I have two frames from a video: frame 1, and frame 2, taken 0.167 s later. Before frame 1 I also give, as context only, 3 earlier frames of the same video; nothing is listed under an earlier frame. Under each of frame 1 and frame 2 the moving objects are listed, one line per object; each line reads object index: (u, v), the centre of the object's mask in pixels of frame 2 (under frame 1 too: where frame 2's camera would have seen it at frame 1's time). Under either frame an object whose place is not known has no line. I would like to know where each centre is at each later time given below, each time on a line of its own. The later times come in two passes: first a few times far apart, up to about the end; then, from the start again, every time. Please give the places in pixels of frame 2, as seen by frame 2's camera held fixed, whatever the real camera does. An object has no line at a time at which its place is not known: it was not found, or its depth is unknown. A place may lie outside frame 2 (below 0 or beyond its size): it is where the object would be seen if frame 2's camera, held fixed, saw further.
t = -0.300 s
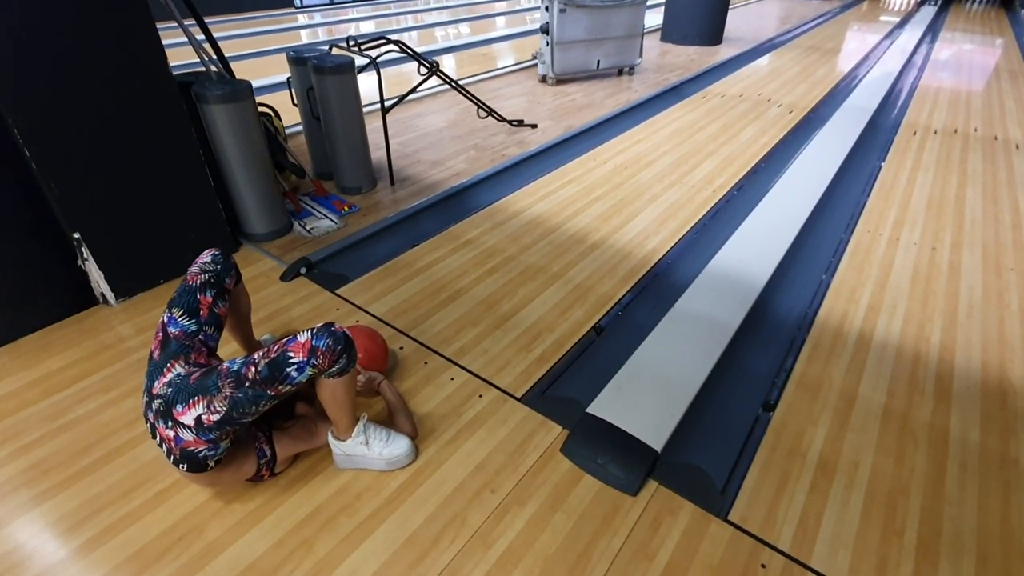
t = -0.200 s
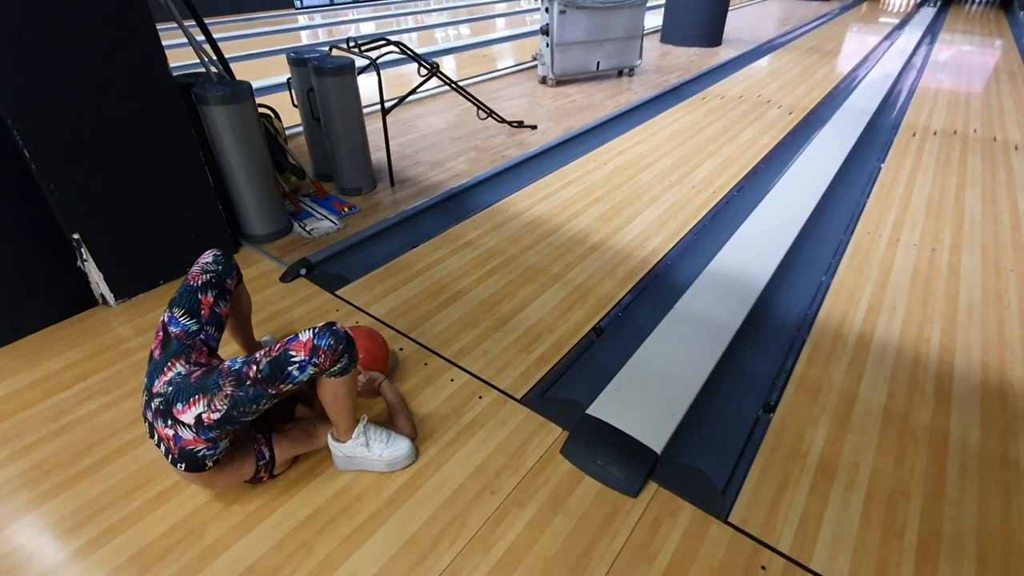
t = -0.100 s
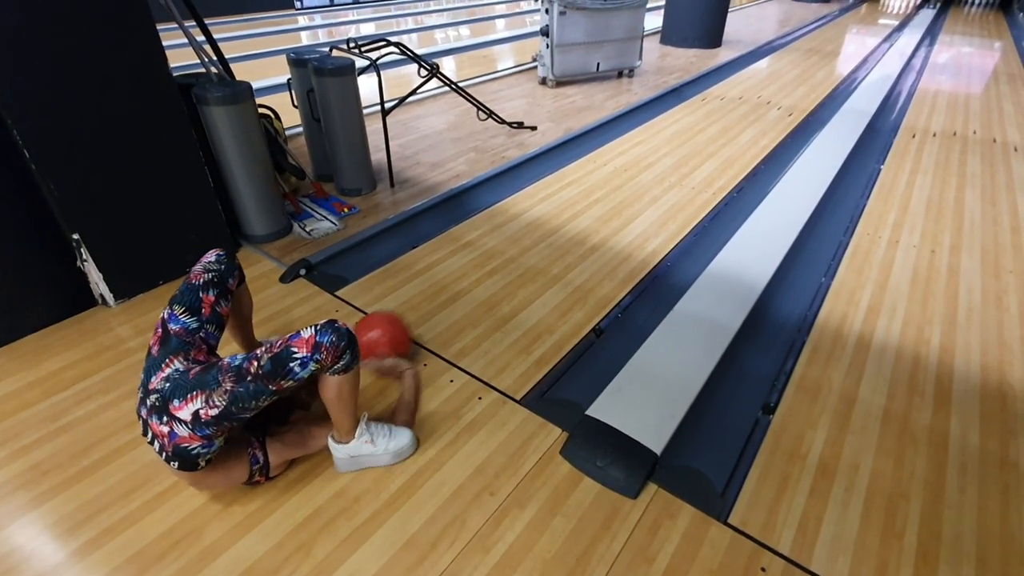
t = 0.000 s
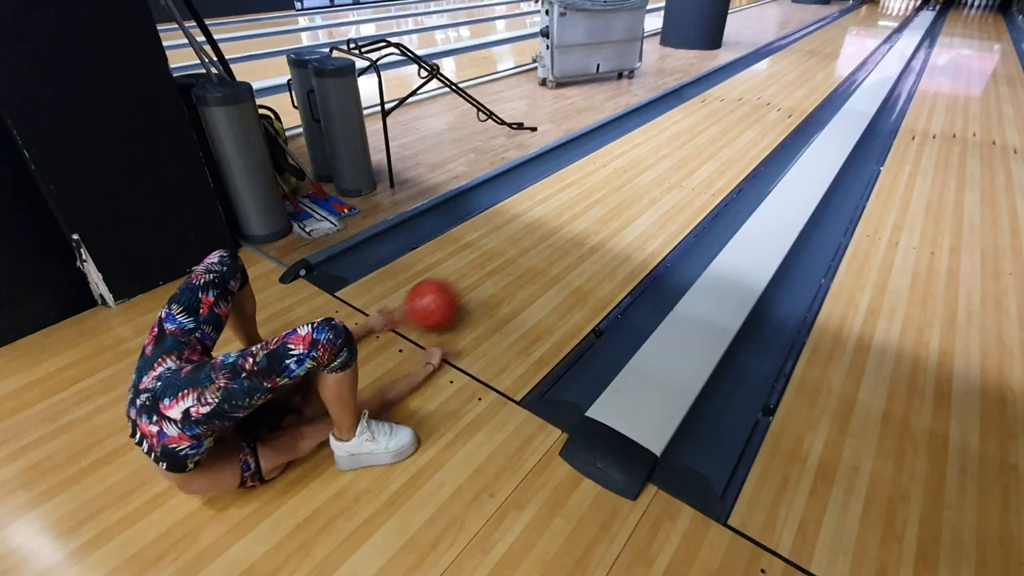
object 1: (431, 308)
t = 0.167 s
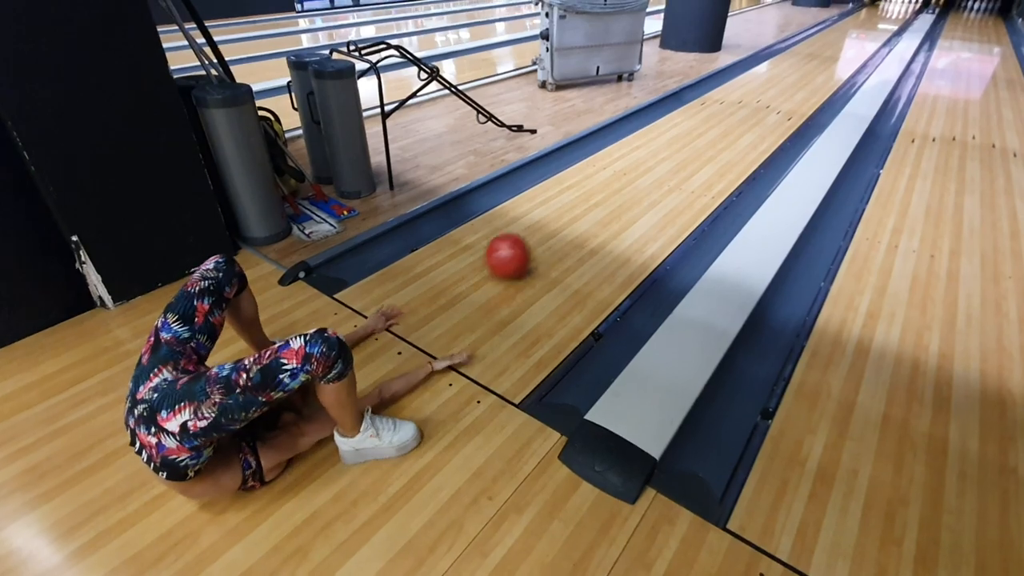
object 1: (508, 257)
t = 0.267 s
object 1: (543, 232)
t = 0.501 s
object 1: (606, 189)
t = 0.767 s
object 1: (656, 155)
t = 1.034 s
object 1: (692, 130)
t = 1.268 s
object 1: (715, 114)
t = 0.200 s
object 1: (521, 248)
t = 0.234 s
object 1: (532, 239)
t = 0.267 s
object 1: (543, 232)
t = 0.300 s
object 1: (554, 225)
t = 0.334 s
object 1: (564, 218)
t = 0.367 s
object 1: (573, 212)
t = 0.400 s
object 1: (582, 205)
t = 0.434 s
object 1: (591, 200)
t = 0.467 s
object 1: (599, 194)
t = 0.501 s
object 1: (606, 189)
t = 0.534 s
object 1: (614, 184)
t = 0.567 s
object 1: (621, 179)
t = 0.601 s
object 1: (627, 175)
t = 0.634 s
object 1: (634, 170)
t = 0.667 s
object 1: (640, 166)
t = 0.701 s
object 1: (645, 162)
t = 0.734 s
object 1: (651, 158)
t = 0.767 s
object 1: (656, 155)
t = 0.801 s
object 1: (661, 151)
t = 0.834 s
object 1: (666, 148)
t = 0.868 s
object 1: (671, 145)
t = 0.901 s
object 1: (675, 141)
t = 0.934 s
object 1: (680, 138)
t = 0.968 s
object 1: (684, 136)
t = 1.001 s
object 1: (688, 133)
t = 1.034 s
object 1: (692, 130)
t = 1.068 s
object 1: (696, 127)
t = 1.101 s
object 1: (699, 125)
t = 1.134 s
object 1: (703, 123)
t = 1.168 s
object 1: (706, 121)
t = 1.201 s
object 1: (709, 118)
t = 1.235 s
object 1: (712, 116)
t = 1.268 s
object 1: (715, 114)
